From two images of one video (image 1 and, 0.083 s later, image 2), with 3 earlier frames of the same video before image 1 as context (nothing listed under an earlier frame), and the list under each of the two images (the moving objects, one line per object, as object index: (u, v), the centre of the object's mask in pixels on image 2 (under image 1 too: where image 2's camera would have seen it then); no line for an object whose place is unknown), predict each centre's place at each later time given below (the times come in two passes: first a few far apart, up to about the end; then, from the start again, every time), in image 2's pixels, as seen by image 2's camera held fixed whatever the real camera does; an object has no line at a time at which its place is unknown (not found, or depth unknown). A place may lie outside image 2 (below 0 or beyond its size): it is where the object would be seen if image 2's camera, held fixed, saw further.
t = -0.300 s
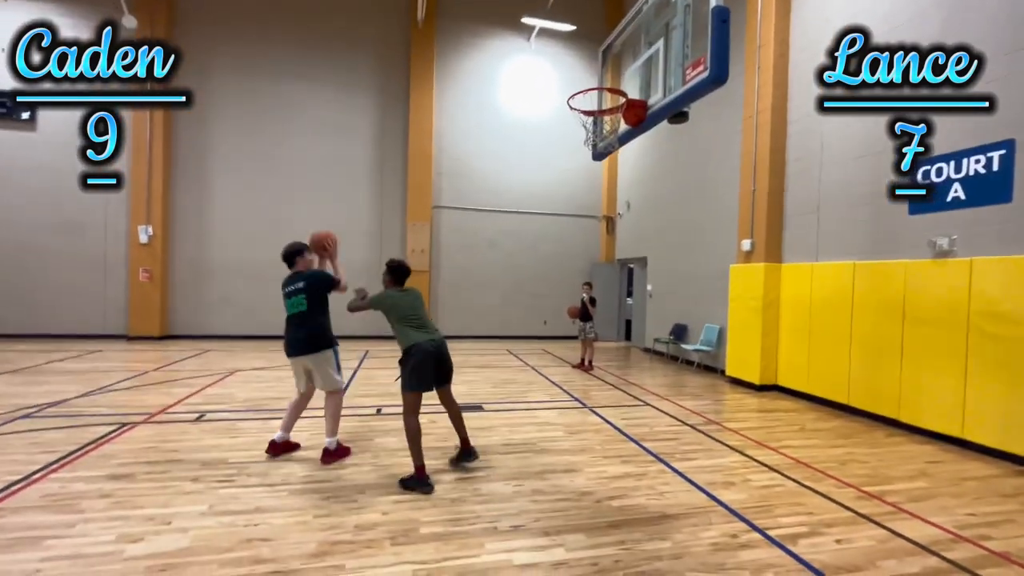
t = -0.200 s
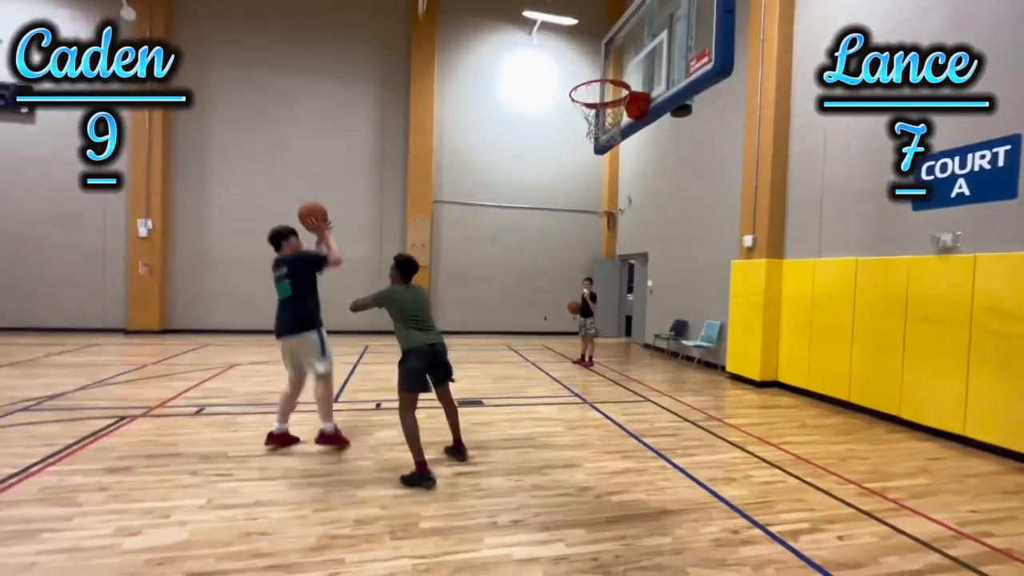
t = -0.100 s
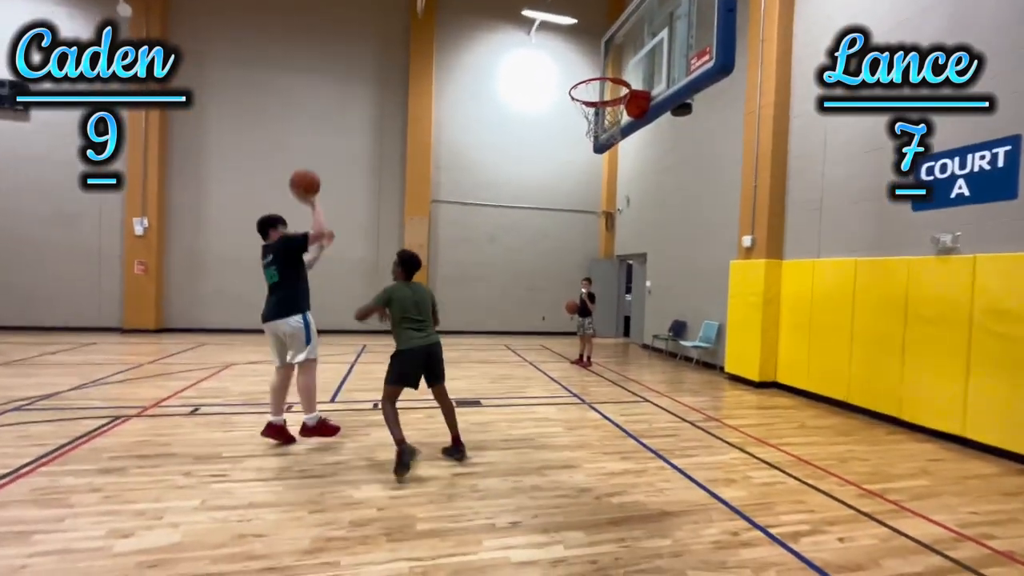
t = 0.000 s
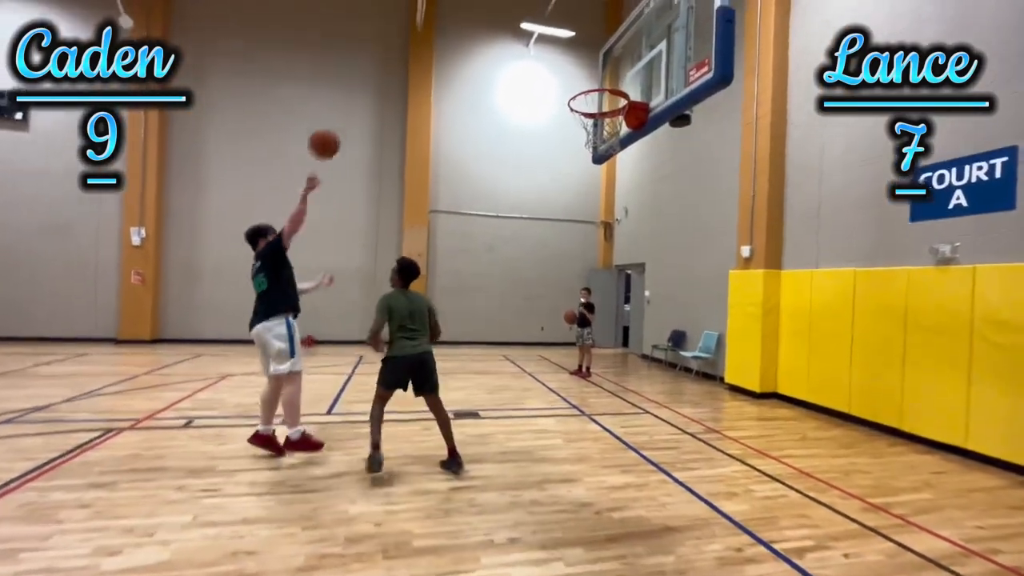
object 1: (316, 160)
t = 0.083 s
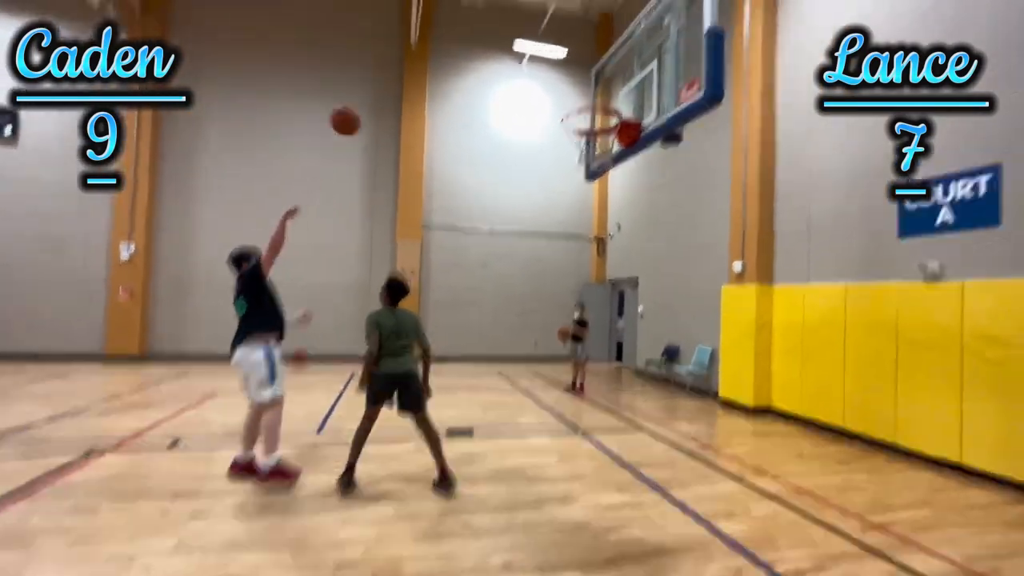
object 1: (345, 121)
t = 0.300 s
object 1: (418, 53)
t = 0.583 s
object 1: (510, 47)
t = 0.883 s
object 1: (607, 139)
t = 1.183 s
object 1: (635, 226)
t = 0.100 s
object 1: (351, 114)
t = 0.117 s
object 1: (356, 107)
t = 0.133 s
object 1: (362, 102)
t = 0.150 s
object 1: (367, 95)
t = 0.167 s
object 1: (373, 88)
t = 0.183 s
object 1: (379, 82)
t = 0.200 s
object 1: (385, 77)
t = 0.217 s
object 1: (390, 73)
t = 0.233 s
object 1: (395, 68)
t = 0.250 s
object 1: (401, 64)
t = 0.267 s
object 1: (406, 60)
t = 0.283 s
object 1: (412, 56)
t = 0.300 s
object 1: (418, 53)
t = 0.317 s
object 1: (422, 50)
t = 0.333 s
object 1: (429, 47)
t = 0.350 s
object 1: (434, 45)
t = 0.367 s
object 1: (440, 42)
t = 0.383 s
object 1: (445, 41)
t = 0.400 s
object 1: (450, 39)
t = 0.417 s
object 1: (455, 38)
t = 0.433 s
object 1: (461, 38)
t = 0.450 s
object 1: (466, 37)
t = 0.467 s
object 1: (472, 37)
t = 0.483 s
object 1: (477, 37)
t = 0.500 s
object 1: (484, 38)
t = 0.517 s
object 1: (488, 38)
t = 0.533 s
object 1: (494, 40)
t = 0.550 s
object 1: (499, 42)
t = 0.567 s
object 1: (505, 44)
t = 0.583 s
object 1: (510, 47)
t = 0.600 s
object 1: (516, 49)
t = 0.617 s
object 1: (521, 52)
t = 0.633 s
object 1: (526, 56)
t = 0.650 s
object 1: (531, 60)
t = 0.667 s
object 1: (536, 65)
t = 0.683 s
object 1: (541, 68)
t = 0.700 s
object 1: (547, 73)
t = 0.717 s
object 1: (553, 79)
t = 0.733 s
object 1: (558, 84)
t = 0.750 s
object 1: (564, 90)
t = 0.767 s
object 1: (570, 96)
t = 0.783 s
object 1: (575, 103)
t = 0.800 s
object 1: (581, 110)
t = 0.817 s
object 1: (586, 118)
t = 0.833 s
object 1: (593, 123)
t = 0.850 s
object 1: (599, 129)
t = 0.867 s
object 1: (603, 136)
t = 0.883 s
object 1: (607, 139)
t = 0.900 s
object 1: (610, 142)
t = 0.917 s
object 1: (612, 145)
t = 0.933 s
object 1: (612, 152)
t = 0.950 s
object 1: (614, 156)
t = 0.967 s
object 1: (616, 154)
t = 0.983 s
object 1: (617, 158)
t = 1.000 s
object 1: (619, 162)
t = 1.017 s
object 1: (620, 167)
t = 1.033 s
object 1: (621, 171)
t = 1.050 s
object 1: (622, 176)
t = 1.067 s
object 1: (623, 180)
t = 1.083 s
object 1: (624, 186)
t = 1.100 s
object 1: (626, 192)
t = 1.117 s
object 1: (628, 199)
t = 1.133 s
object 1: (629, 204)
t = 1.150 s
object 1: (630, 211)
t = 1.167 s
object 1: (633, 218)
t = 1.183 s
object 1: (635, 226)
